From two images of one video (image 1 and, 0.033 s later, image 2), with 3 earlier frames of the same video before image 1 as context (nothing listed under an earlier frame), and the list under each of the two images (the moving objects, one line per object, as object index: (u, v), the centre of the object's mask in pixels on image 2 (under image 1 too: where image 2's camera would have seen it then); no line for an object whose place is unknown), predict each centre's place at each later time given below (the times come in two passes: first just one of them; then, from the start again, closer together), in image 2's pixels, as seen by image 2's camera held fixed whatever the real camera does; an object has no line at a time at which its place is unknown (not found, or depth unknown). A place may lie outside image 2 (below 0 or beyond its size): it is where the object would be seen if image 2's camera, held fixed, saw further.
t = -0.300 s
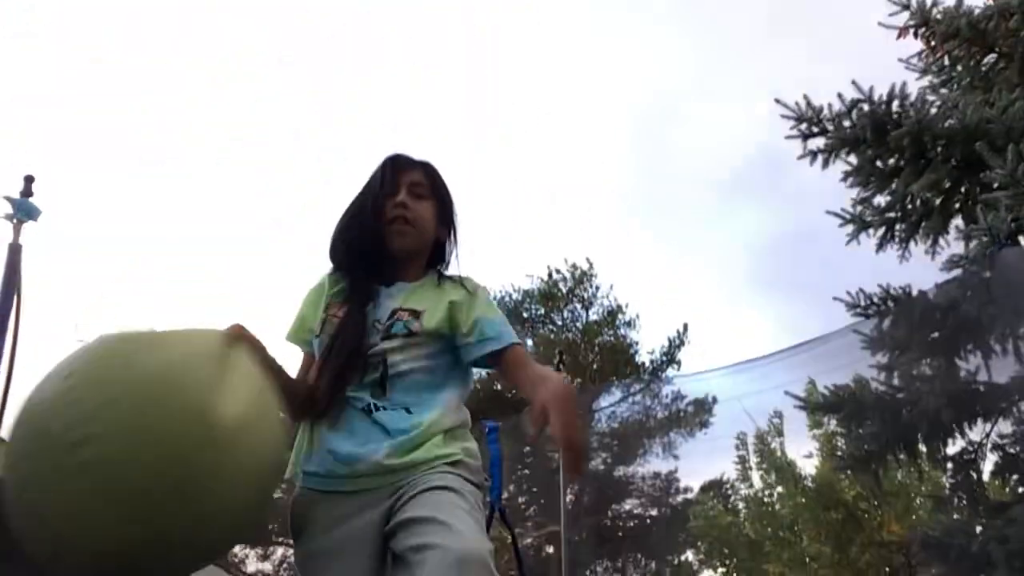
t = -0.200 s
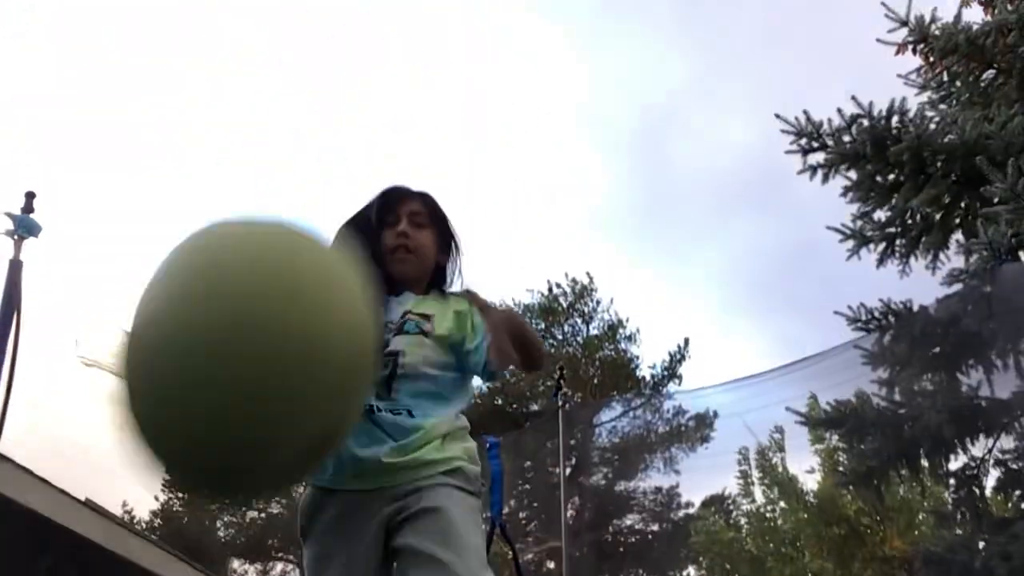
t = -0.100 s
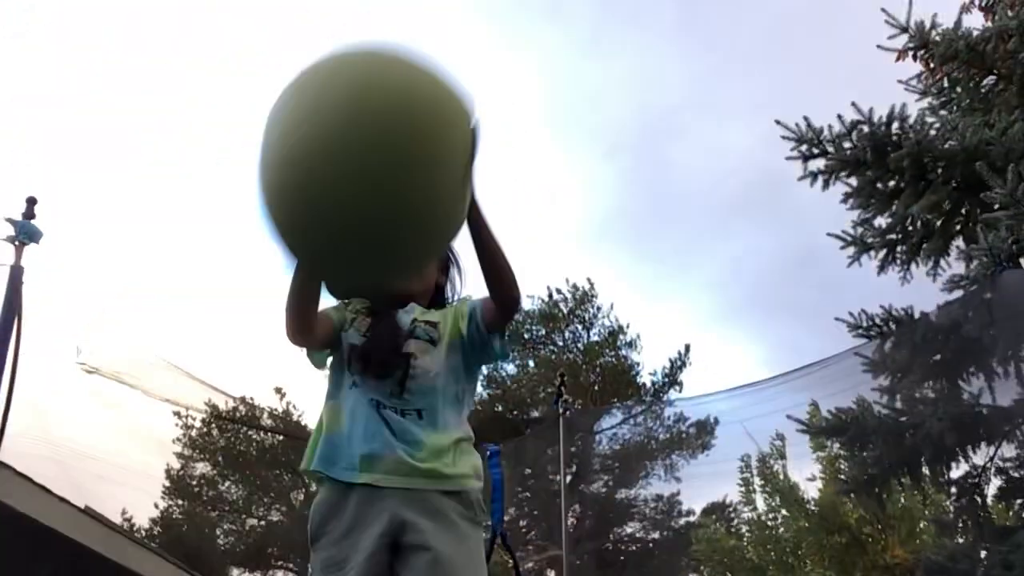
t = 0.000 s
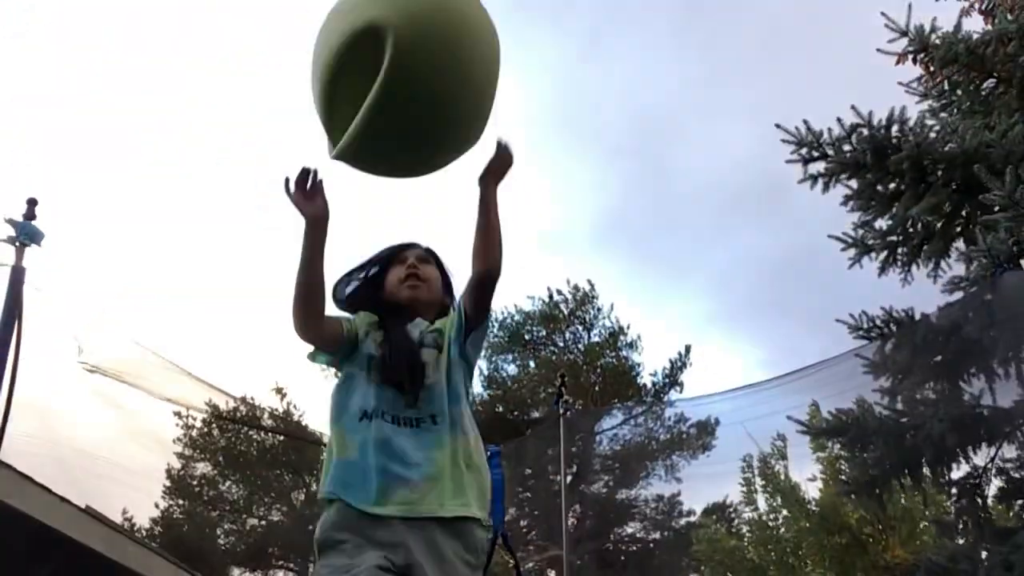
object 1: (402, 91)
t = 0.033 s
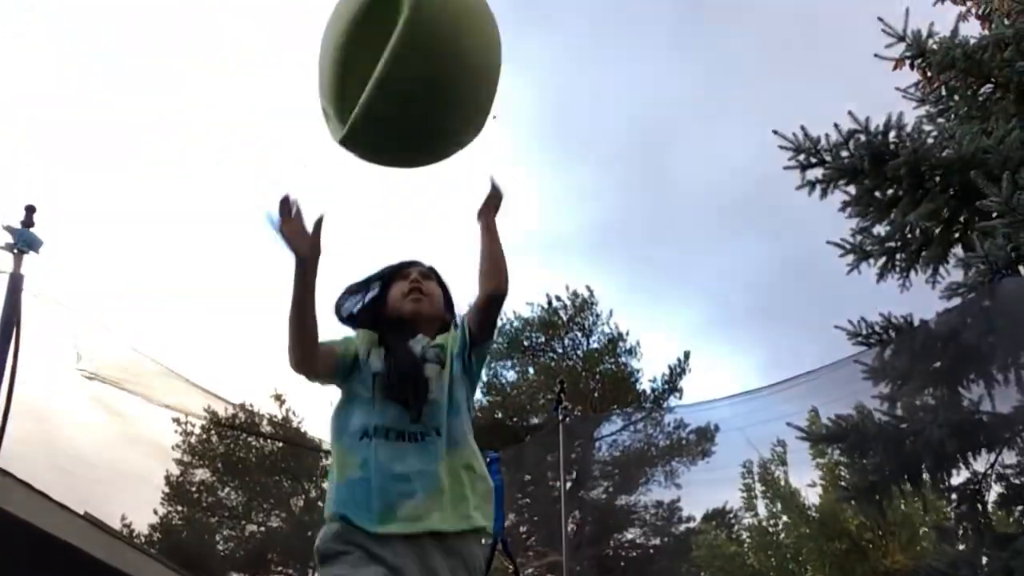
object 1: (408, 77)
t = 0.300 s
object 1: (433, 90)
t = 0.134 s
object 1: (425, 66)
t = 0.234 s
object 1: (432, 73)
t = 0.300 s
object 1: (433, 90)
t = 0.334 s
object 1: (435, 92)
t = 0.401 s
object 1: (439, 130)
